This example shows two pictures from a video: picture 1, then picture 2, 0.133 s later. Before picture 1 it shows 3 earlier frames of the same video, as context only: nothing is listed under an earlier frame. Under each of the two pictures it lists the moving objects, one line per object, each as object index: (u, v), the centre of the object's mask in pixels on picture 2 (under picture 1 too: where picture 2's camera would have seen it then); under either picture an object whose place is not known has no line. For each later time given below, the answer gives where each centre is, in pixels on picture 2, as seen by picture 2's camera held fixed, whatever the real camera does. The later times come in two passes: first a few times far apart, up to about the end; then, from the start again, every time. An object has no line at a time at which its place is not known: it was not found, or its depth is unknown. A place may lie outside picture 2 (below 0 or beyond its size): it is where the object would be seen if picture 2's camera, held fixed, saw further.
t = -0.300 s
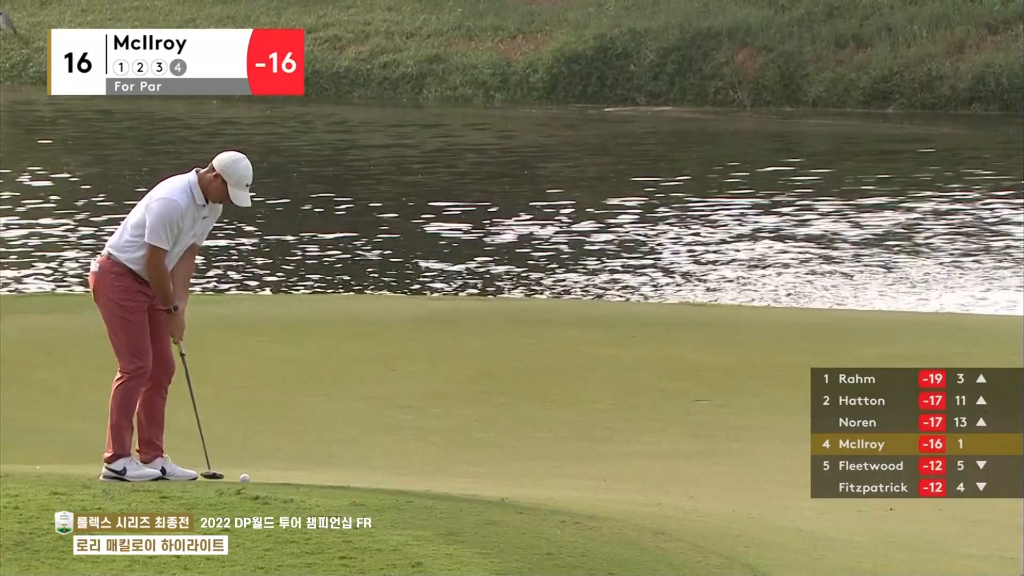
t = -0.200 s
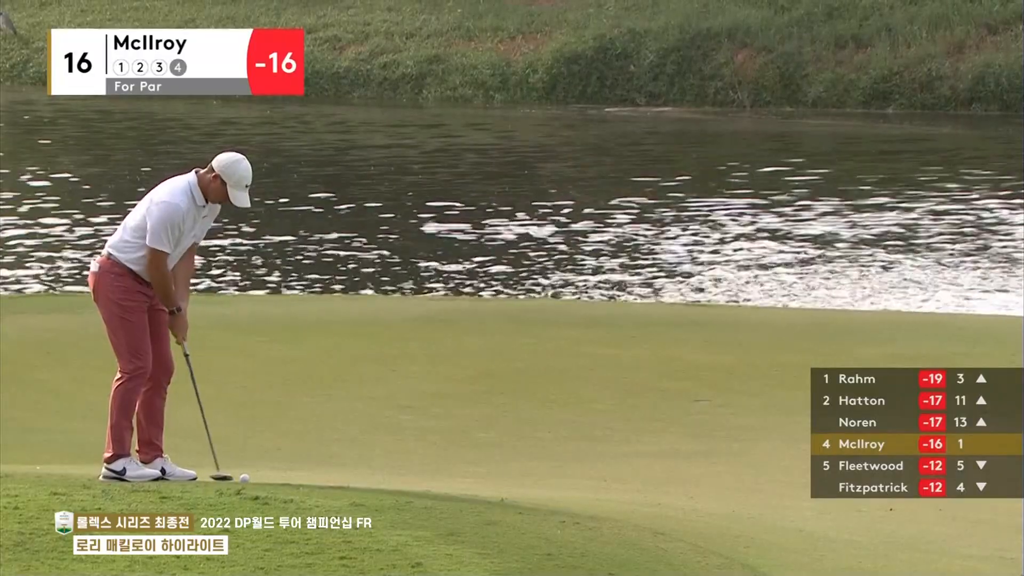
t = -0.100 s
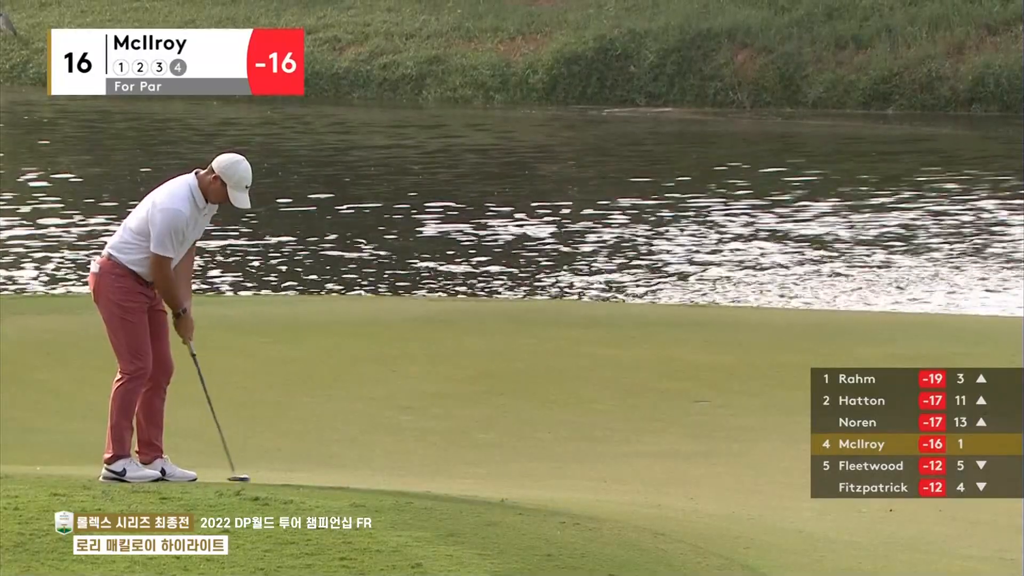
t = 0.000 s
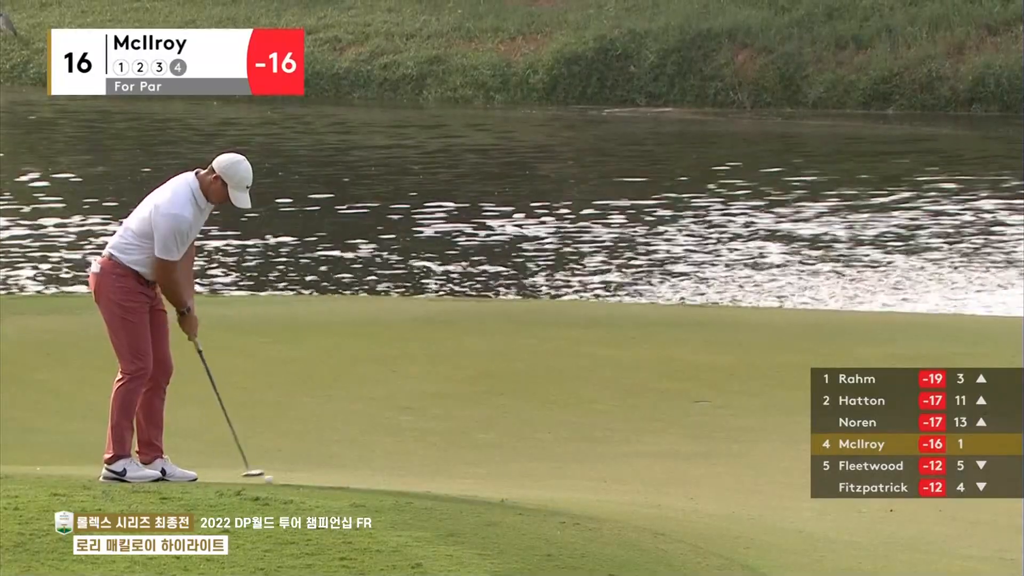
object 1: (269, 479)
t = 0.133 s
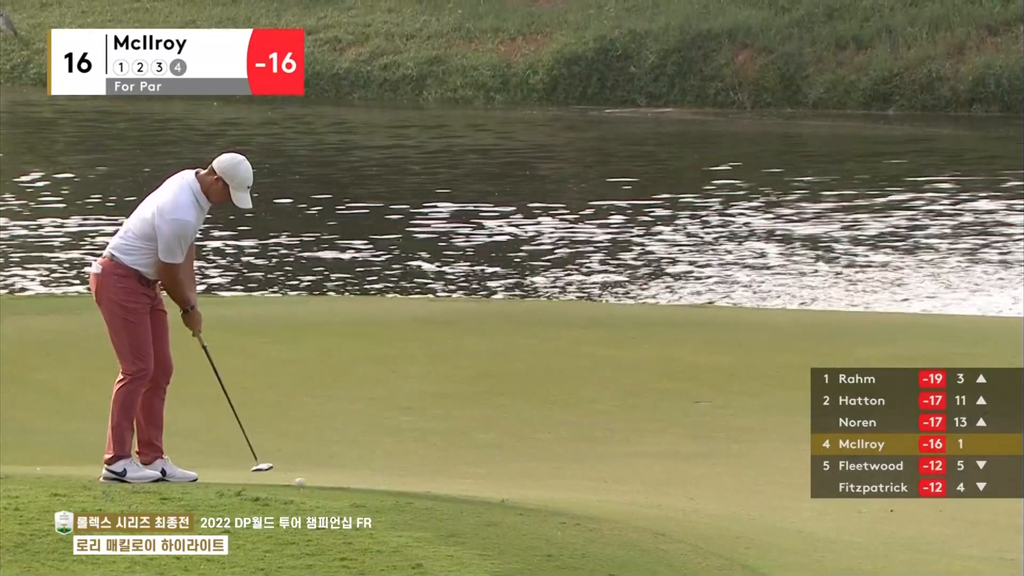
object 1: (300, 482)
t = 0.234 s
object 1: (320, 482)
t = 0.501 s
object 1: (369, 480)
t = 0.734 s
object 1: (409, 474)
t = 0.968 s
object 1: (445, 467)
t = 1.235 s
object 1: (482, 459)
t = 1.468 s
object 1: (510, 453)
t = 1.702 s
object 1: (536, 446)
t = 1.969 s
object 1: (562, 439)
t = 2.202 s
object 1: (583, 433)
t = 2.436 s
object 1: (604, 426)
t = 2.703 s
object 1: (625, 421)
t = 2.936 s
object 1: (641, 416)
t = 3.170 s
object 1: (655, 411)
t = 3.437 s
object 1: (672, 407)
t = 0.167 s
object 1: (306, 481)
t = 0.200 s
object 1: (312, 482)
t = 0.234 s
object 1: (320, 482)
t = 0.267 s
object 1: (326, 482)
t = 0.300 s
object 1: (332, 482)
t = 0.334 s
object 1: (338, 482)
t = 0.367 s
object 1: (344, 482)
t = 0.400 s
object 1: (350, 482)
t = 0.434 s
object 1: (356, 481)
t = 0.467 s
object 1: (363, 481)
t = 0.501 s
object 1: (369, 480)
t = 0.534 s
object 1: (375, 479)
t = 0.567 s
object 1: (381, 478)
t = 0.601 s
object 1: (386, 478)
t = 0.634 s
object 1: (393, 477)
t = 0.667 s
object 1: (398, 476)
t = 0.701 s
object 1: (404, 475)
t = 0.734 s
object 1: (409, 474)
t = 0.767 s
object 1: (414, 474)
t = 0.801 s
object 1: (420, 472)
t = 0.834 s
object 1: (426, 472)
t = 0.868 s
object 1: (430, 470)
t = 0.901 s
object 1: (435, 469)
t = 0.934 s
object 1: (440, 468)
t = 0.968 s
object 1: (445, 467)
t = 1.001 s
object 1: (450, 466)
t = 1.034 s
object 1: (454, 465)
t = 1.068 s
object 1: (459, 464)
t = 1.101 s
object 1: (463, 463)
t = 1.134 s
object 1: (468, 462)
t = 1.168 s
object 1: (472, 461)
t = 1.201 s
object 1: (477, 461)
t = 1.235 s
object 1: (482, 459)
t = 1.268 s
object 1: (486, 458)
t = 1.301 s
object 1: (490, 457)
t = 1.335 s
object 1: (494, 456)
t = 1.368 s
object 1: (498, 455)
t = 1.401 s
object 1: (503, 454)
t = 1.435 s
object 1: (506, 453)
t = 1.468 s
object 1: (510, 453)
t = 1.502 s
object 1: (514, 452)
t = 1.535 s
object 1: (518, 451)
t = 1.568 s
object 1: (522, 450)
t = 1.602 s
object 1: (525, 449)
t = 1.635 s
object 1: (529, 448)
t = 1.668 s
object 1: (533, 447)
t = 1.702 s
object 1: (536, 446)
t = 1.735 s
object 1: (539, 444)
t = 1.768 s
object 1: (543, 444)
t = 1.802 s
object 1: (546, 443)
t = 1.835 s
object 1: (549, 442)
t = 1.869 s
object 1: (552, 441)
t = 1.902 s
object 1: (555, 440)
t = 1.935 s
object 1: (558, 439)
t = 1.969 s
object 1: (562, 439)
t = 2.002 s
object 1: (565, 438)
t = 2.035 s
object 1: (568, 436)
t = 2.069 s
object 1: (571, 436)
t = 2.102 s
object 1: (574, 435)
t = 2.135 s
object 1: (577, 434)
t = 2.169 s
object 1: (580, 433)
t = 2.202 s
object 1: (583, 433)
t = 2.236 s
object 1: (586, 431)
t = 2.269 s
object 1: (589, 431)
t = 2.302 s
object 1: (593, 430)
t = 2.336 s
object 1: (595, 429)
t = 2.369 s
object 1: (598, 428)
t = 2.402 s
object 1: (601, 427)
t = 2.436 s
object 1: (604, 426)
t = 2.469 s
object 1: (606, 426)
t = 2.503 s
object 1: (609, 425)
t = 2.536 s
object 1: (612, 424)
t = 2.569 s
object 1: (615, 423)
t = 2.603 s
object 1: (617, 423)
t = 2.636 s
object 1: (620, 422)
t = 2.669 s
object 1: (623, 421)
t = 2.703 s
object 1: (625, 421)
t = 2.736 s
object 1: (627, 420)
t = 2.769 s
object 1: (629, 419)
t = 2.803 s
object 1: (632, 419)
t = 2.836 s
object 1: (634, 418)
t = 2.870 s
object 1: (636, 417)
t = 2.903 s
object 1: (639, 416)
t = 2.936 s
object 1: (641, 416)
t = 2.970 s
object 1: (643, 415)
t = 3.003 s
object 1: (646, 415)
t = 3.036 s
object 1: (647, 414)
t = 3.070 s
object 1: (649, 414)
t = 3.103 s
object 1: (651, 413)
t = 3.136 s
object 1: (654, 412)
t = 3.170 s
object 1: (655, 411)
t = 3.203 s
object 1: (657, 411)
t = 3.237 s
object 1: (660, 410)
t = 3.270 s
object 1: (662, 410)
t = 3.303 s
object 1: (663, 409)
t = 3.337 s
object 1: (665, 409)
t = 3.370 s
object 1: (667, 408)
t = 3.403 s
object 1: (669, 408)
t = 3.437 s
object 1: (672, 407)
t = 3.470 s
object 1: (673, 407)
